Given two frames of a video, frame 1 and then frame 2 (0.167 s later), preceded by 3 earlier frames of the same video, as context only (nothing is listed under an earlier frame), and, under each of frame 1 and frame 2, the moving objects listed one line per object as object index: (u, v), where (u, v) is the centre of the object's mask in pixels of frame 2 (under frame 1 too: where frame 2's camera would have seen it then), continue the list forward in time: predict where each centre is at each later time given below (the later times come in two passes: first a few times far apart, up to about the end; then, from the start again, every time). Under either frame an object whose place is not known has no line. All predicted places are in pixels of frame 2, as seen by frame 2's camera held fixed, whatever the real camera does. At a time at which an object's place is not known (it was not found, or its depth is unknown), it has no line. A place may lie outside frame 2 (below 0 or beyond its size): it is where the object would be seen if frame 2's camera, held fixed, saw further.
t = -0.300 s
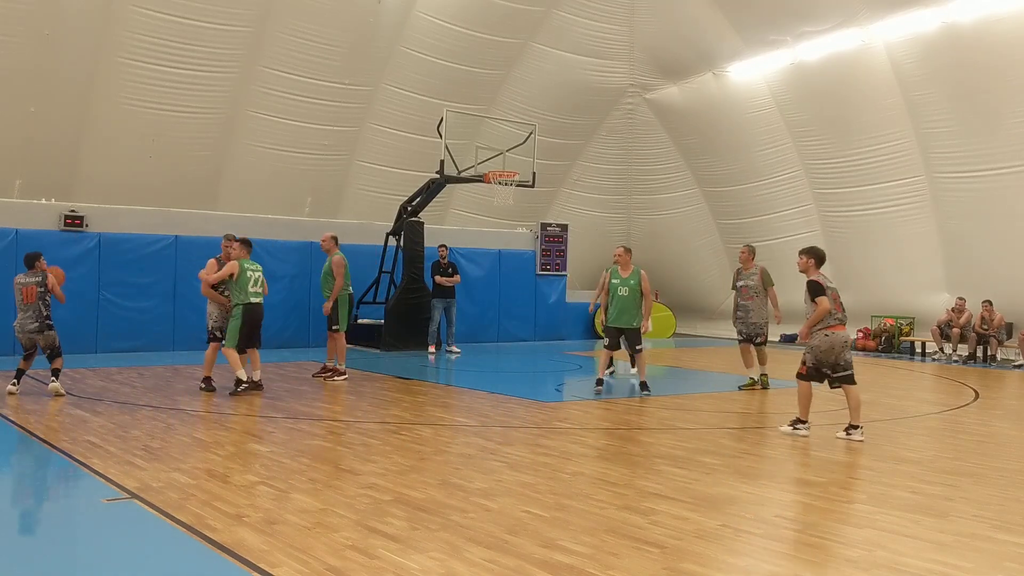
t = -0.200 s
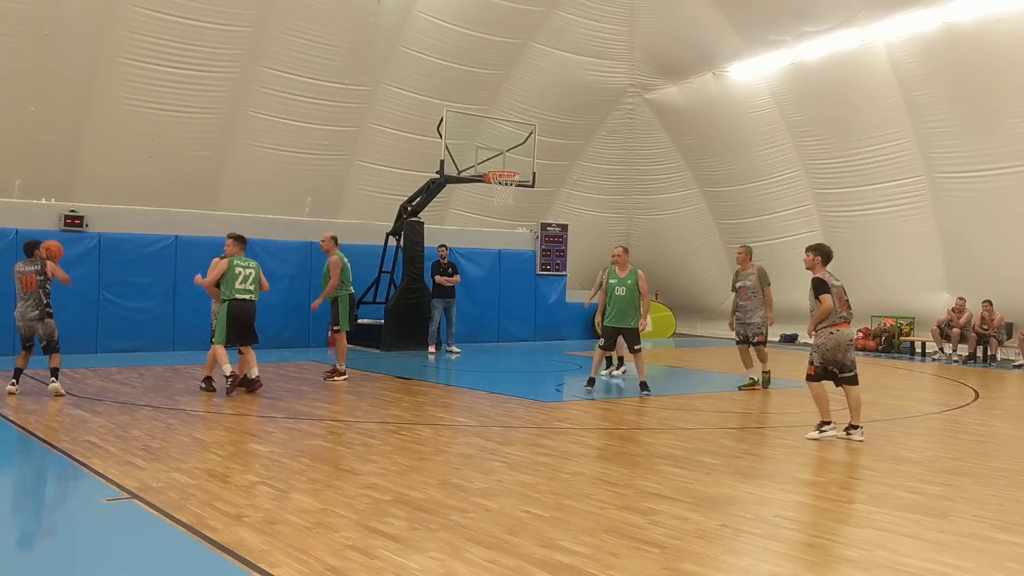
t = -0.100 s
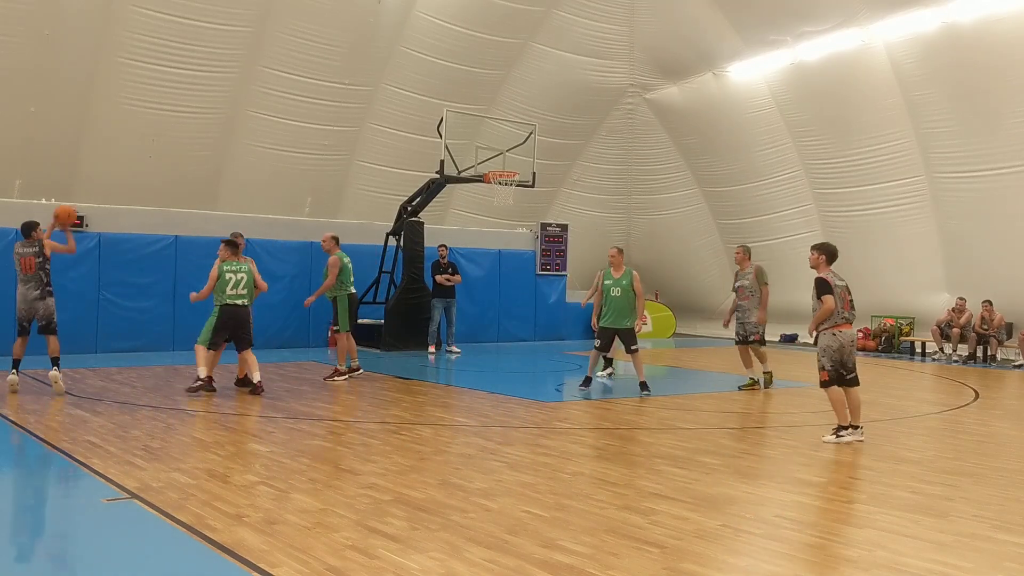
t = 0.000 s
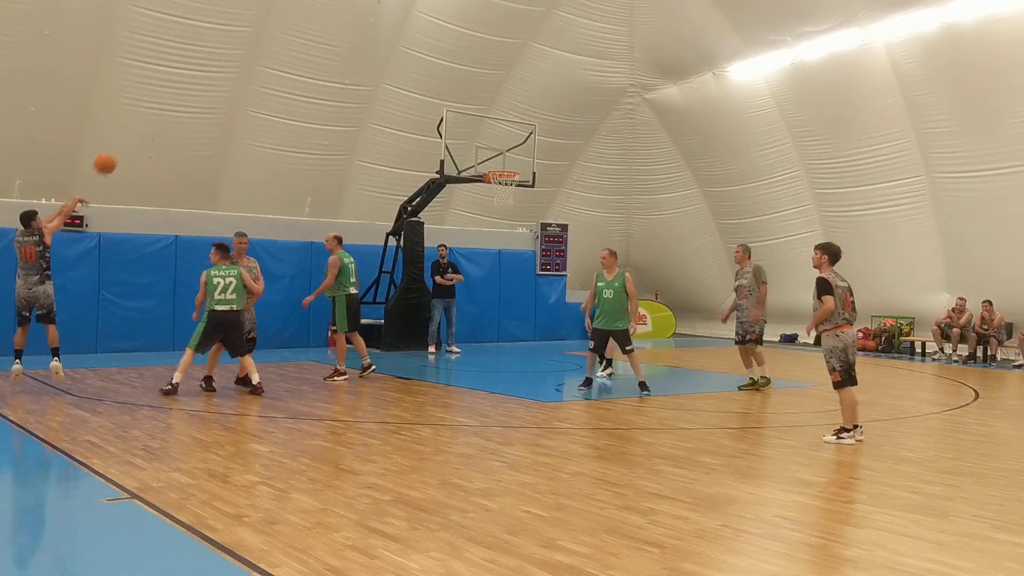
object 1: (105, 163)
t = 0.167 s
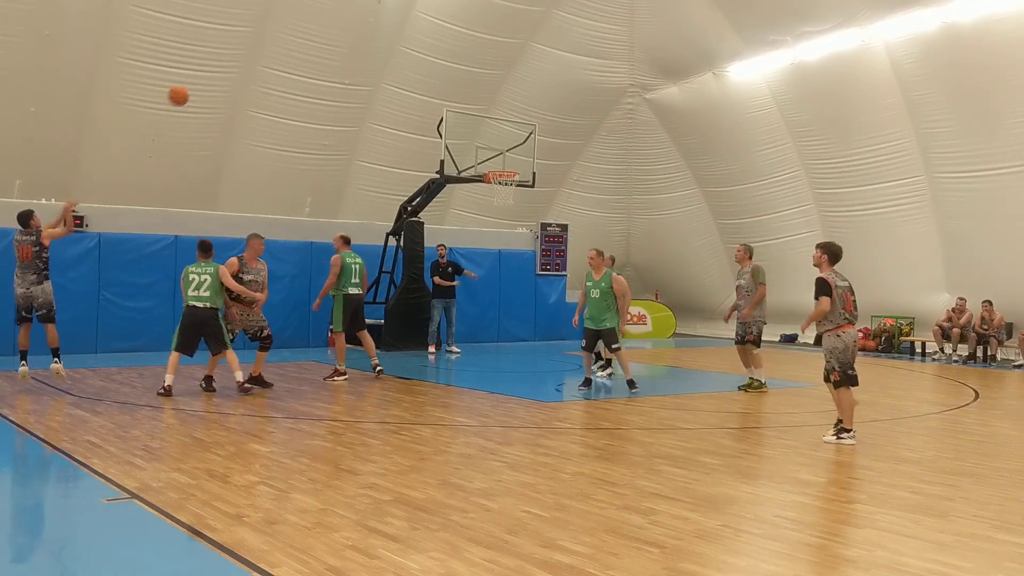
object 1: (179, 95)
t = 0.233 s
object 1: (206, 76)
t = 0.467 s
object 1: (292, 38)
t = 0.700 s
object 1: (369, 43)
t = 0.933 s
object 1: (436, 82)
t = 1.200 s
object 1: (502, 164)
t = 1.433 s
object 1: (519, 135)
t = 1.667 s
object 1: (537, 137)
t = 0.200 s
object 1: (192, 86)
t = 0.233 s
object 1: (206, 76)
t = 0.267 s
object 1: (218, 69)
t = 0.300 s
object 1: (232, 61)
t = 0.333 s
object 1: (244, 54)
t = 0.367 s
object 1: (257, 49)
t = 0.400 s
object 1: (269, 44)
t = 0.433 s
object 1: (281, 41)
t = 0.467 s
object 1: (292, 38)
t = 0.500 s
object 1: (304, 36)
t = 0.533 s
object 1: (316, 35)
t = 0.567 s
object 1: (326, 35)
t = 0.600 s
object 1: (338, 36)
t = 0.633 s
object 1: (348, 37)
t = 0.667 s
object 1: (358, 39)
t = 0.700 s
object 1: (369, 43)
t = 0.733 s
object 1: (379, 46)
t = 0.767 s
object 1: (389, 50)
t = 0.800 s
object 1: (399, 55)
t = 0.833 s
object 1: (408, 61)
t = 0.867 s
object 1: (418, 67)
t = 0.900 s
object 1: (426, 74)
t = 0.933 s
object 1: (436, 82)
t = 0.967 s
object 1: (444, 91)
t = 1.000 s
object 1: (453, 100)
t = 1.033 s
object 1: (462, 110)
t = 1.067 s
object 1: (470, 119)
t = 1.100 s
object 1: (478, 130)
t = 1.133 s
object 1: (486, 141)
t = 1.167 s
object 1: (494, 153)
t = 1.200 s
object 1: (502, 164)
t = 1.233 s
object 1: (504, 160)
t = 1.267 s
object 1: (507, 154)
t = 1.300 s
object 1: (509, 149)
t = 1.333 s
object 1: (512, 144)
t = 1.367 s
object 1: (514, 140)
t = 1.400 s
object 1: (516, 137)
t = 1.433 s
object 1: (519, 135)
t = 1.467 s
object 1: (521, 133)
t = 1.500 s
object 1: (525, 132)
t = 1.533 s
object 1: (527, 131)
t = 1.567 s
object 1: (529, 132)
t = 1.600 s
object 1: (532, 132)
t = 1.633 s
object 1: (535, 134)
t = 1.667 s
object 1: (537, 137)
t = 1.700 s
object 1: (540, 141)
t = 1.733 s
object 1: (543, 145)
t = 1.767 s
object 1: (546, 151)
